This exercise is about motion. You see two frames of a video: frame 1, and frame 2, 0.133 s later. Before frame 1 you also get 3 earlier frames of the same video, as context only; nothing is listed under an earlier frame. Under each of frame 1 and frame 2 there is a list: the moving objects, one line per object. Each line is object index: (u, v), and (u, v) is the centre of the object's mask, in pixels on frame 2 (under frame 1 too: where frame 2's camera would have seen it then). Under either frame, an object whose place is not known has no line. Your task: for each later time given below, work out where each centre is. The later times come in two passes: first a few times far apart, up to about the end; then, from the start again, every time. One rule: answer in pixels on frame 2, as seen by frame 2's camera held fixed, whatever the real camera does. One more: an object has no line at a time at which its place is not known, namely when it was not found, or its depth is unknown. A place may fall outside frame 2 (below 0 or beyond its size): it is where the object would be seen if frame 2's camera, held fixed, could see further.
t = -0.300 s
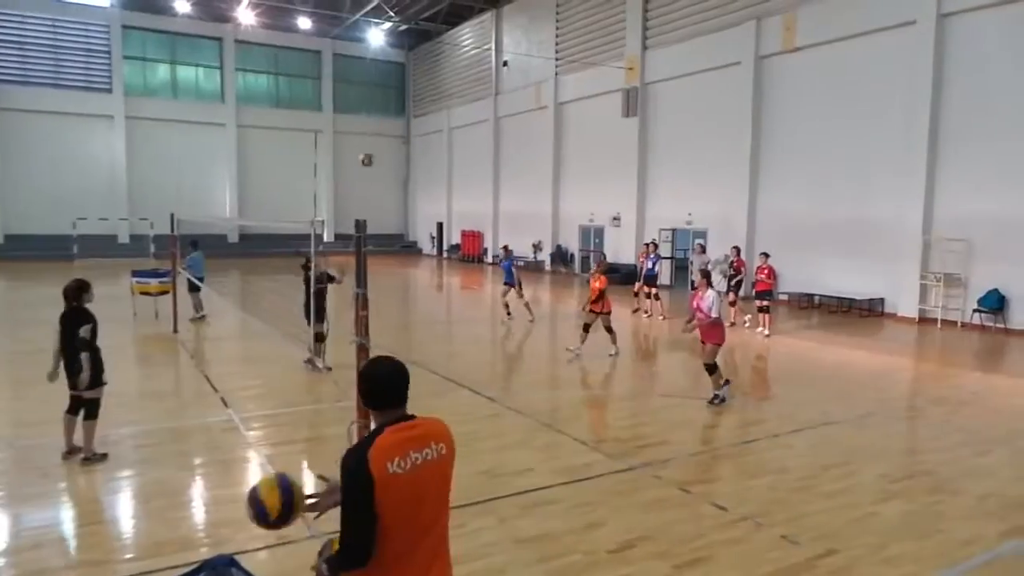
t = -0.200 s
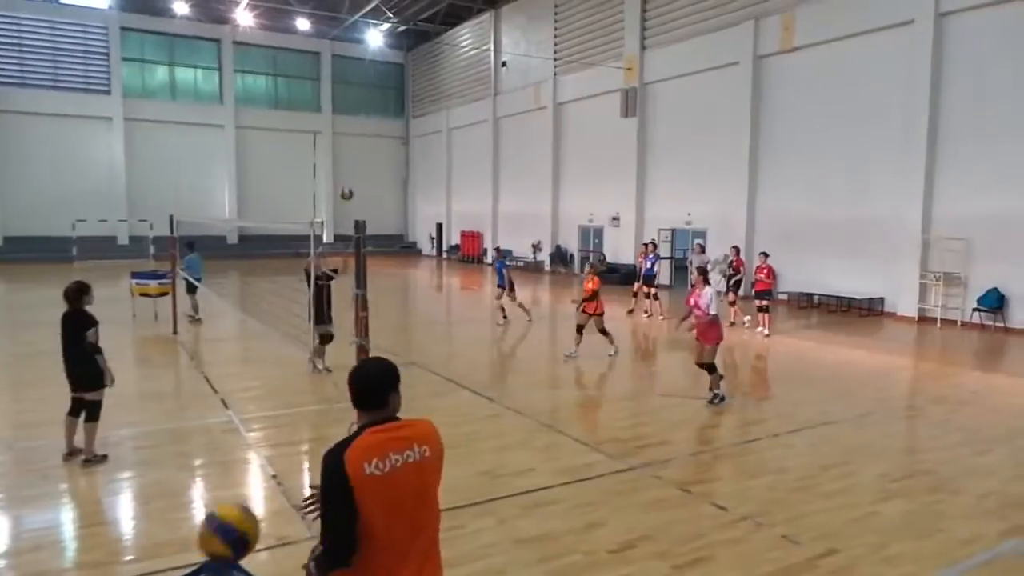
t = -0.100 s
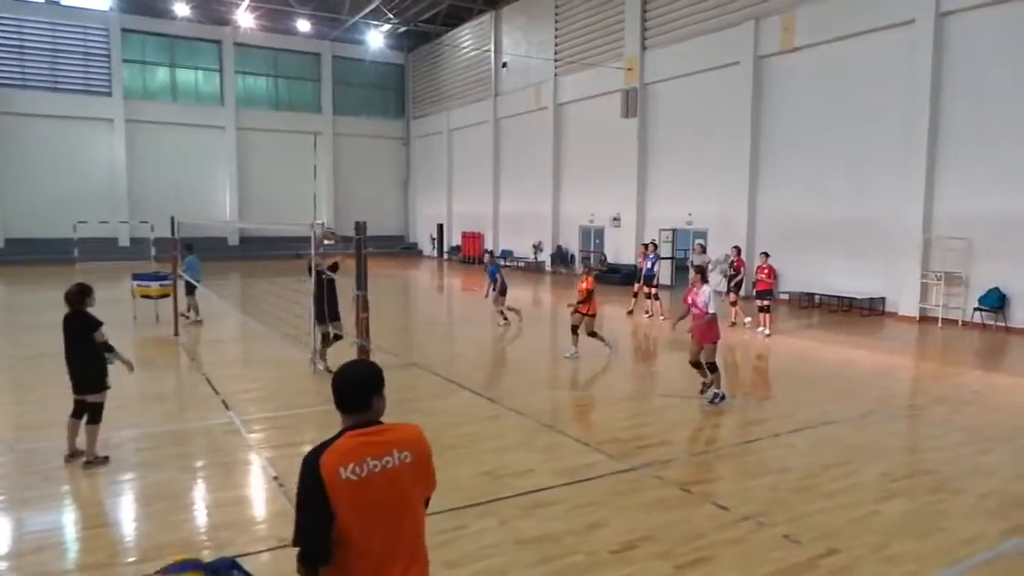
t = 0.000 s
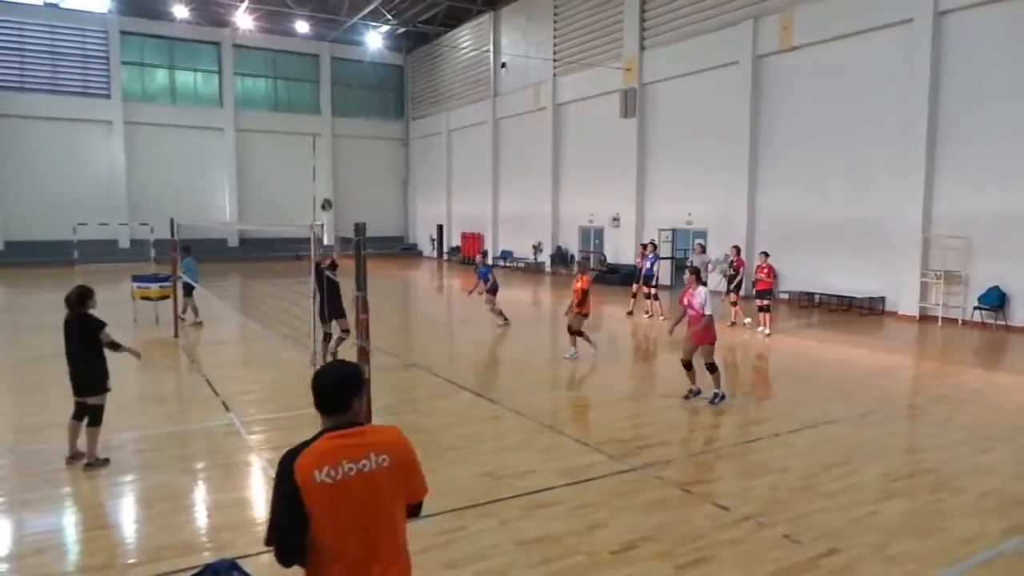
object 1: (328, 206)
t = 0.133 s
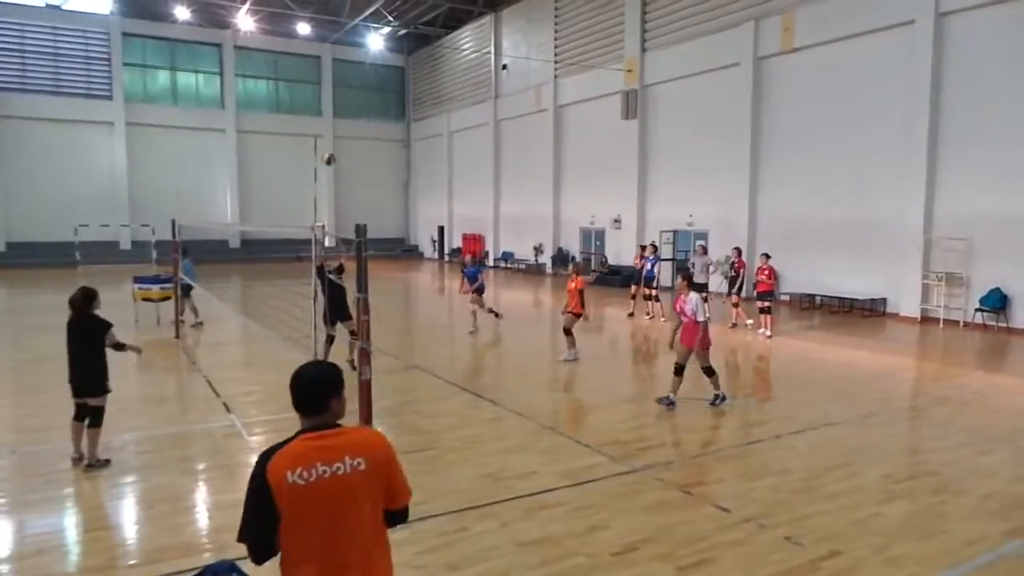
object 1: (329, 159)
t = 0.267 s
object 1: (330, 126)
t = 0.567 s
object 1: (335, 96)
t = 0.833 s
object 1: (339, 115)
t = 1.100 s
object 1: (346, 172)
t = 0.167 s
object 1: (330, 149)
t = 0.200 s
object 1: (330, 141)
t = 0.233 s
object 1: (331, 133)
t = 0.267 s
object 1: (330, 126)
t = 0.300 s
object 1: (330, 120)
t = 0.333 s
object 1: (330, 114)
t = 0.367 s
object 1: (331, 109)
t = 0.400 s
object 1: (332, 105)
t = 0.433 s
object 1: (333, 102)
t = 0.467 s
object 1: (333, 99)
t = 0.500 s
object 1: (334, 97)
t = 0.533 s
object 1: (335, 96)
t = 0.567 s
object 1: (335, 96)
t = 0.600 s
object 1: (336, 96)
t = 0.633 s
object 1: (336, 97)
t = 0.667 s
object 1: (337, 98)
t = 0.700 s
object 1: (337, 100)
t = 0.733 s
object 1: (338, 103)
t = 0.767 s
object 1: (339, 106)
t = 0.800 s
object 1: (339, 110)
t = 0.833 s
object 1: (339, 115)
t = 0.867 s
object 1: (341, 121)
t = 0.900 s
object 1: (342, 126)
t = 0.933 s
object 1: (342, 132)
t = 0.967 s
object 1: (343, 139)
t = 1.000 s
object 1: (344, 145)
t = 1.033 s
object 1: (345, 155)
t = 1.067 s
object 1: (345, 164)
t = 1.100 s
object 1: (346, 172)
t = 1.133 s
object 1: (347, 181)
